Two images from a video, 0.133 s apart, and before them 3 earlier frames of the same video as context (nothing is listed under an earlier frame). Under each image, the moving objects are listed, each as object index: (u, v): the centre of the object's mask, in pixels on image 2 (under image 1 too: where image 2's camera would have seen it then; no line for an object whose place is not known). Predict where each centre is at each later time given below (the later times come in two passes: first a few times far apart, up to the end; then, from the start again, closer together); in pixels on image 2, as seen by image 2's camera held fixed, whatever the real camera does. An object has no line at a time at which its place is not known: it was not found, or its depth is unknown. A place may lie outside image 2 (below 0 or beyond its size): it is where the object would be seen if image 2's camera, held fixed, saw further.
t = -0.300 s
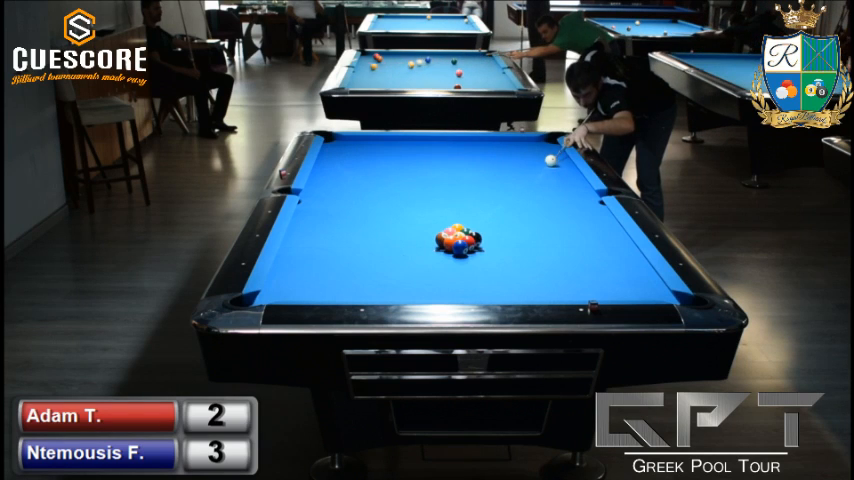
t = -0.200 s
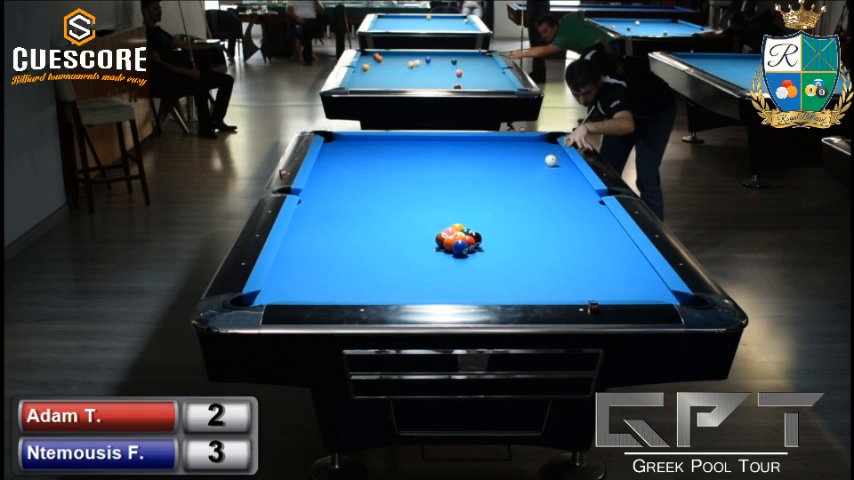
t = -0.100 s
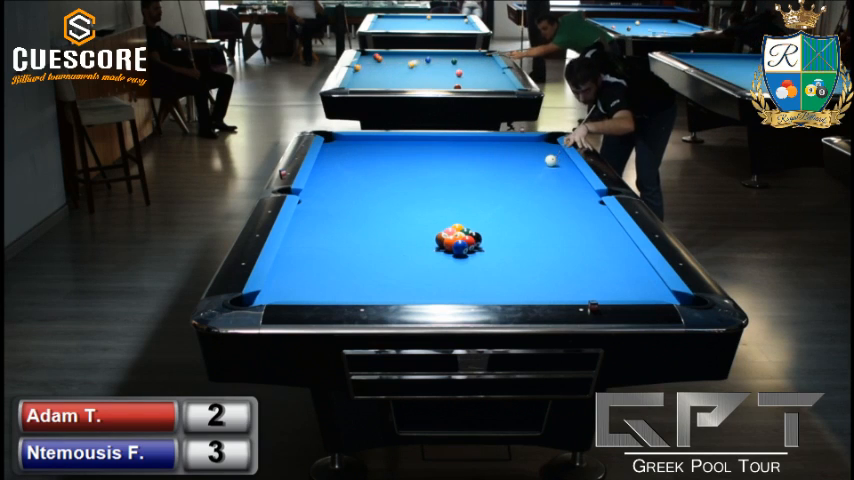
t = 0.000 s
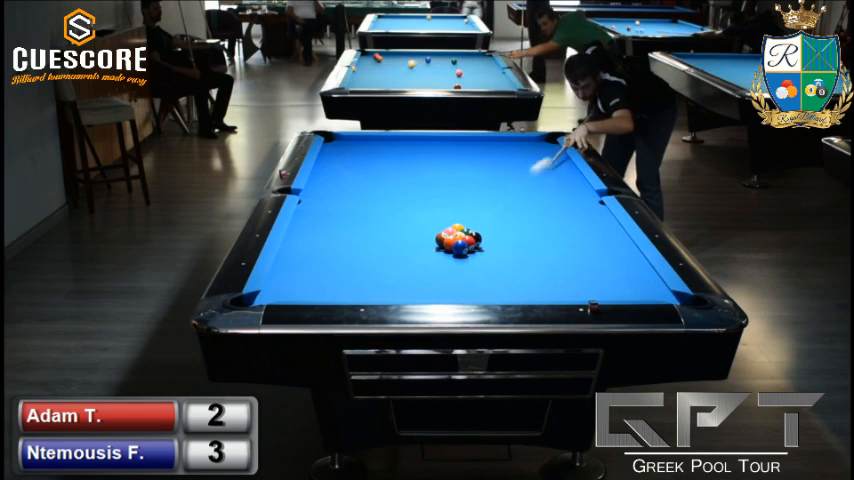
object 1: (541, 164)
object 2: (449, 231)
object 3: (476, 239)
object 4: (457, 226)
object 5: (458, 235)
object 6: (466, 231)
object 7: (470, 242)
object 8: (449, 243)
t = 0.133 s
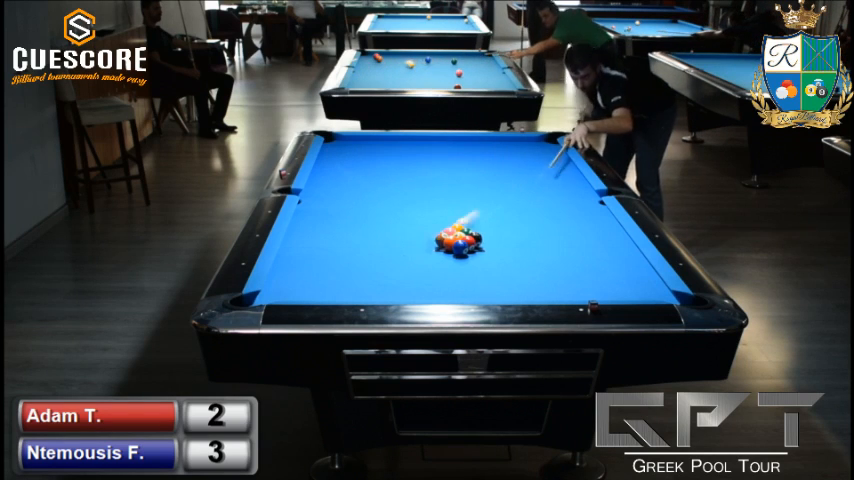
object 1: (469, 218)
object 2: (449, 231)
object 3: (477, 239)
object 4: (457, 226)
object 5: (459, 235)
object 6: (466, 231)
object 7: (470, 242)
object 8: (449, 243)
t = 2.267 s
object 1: (495, 179)
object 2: (491, 197)
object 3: (384, 257)
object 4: (391, 212)
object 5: (490, 247)
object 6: (480, 236)
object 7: (456, 268)
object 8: (420, 281)
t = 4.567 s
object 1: (507, 160)
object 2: (541, 180)
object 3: (363, 222)
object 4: (476, 231)
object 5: (490, 247)
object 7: (323, 247)
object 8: (411, 264)
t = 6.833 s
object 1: (508, 157)
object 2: (520, 177)
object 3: (398, 213)
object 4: (476, 232)
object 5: (490, 247)
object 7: (359, 243)
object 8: (411, 263)
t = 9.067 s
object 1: (508, 157)
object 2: (520, 177)
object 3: (398, 213)
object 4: (475, 231)
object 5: (490, 247)
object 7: (359, 243)
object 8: (412, 264)
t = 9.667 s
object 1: (508, 157)
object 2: (520, 177)
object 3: (398, 213)
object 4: (475, 231)
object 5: (490, 247)
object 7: (359, 243)
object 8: (412, 264)
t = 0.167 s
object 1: (463, 221)
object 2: (440, 232)
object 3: (488, 242)
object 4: (449, 225)
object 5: (460, 237)
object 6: (467, 232)
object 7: (476, 244)
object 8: (450, 245)
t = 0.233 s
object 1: (464, 220)
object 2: (416, 232)
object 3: (517, 250)
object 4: (434, 224)
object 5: (462, 240)
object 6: (470, 234)
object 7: (489, 253)
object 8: (450, 248)
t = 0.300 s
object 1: (466, 219)
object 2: (396, 231)
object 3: (546, 257)
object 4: (421, 220)
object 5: (463, 240)
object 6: (471, 233)
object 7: (504, 260)
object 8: (448, 251)
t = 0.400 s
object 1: (469, 216)
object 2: (370, 229)
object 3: (587, 267)
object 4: (403, 216)
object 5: (466, 241)
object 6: (473, 233)
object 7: (525, 270)
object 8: (447, 255)
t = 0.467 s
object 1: (470, 214)
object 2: (353, 227)
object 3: (614, 275)
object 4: (391, 213)
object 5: (468, 242)
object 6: (474, 233)
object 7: (540, 276)
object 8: (446, 258)
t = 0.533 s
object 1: (471, 213)
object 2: (336, 226)
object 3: (643, 282)
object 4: (380, 210)
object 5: (469, 242)
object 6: (474, 233)
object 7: (555, 283)
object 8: (445, 261)
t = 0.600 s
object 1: (473, 211)
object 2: (319, 225)
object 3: (653, 287)
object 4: (369, 207)
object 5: (471, 242)
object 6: (475, 233)
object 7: (571, 289)
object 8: (444, 264)
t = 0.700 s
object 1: (474, 208)
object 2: (298, 223)
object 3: (635, 292)
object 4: (353, 203)
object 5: (473, 243)
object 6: (476, 233)
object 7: (592, 295)
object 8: (442, 268)
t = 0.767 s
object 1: (475, 207)
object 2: (308, 222)
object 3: (625, 294)
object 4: (343, 200)
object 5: (474, 243)
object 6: (477, 233)
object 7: (599, 292)
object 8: (441, 271)
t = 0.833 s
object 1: (477, 205)
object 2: (318, 220)
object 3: (611, 293)
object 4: (333, 198)
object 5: (476, 244)
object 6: (478, 233)
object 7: (608, 287)
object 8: (440, 275)
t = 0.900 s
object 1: (478, 204)
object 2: (327, 219)
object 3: (599, 293)
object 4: (323, 195)
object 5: (477, 244)
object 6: (478, 233)
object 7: (631, 290)
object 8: (439, 277)
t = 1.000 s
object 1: (480, 201)
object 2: (342, 217)
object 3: (581, 291)
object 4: (308, 191)
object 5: (479, 244)
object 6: (479, 234)
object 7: (660, 289)
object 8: (437, 282)
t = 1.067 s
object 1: (481, 200)
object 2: (351, 216)
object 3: (568, 289)
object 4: (309, 192)
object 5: (480, 245)
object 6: (479, 234)
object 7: (647, 288)
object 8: (436, 285)
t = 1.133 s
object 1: (482, 198)
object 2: (360, 215)
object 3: (557, 287)
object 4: (314, 193)
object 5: (480, 242)
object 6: (480, 234)
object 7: (634, 287)
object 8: (435, 288)
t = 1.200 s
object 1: (483, 197)
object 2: (369, 213)
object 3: (545, 285)
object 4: (319, 194)
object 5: (482, 243)
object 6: (480, 234)
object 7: (623, 285)
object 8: (434, 291)
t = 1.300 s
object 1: (484, 195)
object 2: (382, 211)
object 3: (528, 283)
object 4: (326, 196)
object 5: (483, 243)
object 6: (480, 234)
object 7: (605, 284)
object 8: (432, 293)
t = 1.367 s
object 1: (485, 194)
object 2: (390, 210)
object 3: (516, 280)
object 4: (331, 197)
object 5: (484, 243)
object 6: (480, 235)
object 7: (594, 283)
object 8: (431, 295)
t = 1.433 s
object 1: (486, 192)
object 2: (399, 209)
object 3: (505, 278)
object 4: (335, 198)
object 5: (485, 244)
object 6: (480, 235)
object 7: (583, 282)
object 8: (429, 295)
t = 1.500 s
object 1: (487, 191)
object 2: (407, 208)
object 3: (494, 277)
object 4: (340, 200)
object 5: (485, 244)
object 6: (480, 235)
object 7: (572, 280)
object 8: (429, 294)
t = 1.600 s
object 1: (488, 189)
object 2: (419, 206)
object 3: (478, 273)
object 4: (347, 201)
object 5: (487, 245)
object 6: (480, 236)
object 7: (555, 279)
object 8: (427, 292)
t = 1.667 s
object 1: (489, 188)
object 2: (426, 205)
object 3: (468, 272)
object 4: (351, 202)
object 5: (487, 246)
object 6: (480, 236)
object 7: (545, 278)
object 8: (426, 291)
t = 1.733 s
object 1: (490, 187)
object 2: (434, 204)
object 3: (458, 270)
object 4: (356, 203)
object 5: (488, 246)
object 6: (480, 236)
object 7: (535, 277)
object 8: (425, 291)
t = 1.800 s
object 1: (491, 186)
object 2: (442, 203)
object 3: (448, 268)
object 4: (360, 205)
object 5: (488, 246)
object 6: (480, 236)
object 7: (524, 276)
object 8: (425, 289)
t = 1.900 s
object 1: (491, 184)
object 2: (453, 202)
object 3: (433, 265)
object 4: (367, 206)
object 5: (489, 246)
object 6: (480, 236)
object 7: (509, 274)
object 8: (423, 288)
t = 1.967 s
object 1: (492, 183)
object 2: (460, 201)
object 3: (424, 264)
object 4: (372, 207)
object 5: (489, 247)
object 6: (480, 236)
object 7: (499, 273)
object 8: (423, 286)
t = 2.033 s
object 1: (493, 182)
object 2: (466, 200)
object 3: (414, 262)
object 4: (376, 208)
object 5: (490, 247)
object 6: (480, 236)
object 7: (489, 272)
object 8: (422, 285)
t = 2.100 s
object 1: (494, 181)
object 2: (474, 200)
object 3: (406, 261)
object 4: (380, 209)
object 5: (490, 247)
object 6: (480, 236)
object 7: (479, 271)
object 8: (421, 284)
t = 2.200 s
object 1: (495, 180)
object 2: (484, 198)
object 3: (392, 258)
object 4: (387, 211)
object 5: (490, 247)
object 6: (480, 236)
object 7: (465, 269)
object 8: (420, 282)
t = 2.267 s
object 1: (495, 179)
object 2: (491, 197)
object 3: (384, 257)
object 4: (391, 212)
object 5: (490, 247)
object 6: (480, 236)
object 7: (456, 268)
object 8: (420, 281)
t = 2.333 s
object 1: (496, 178)
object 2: (497, 196)
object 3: (375, 255)
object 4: (396, 213)
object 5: (490, 247)
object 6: (480, 236)
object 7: (447, 268)
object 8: (419, 280)
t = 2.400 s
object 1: (496, 177)
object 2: (503, 195)
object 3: (367, 254)
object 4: (400, 214)
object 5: (490, 247)
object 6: (480, 236)
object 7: (438, 267)
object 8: (418, 279)
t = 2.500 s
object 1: (497, 176)
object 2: (513, 194)
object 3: (355, 252)
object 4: (406, 216)
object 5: (490, 247)
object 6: (480, 236)
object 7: (425, 264)
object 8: (418, 277)
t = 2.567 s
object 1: (498, 175)
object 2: (519, 193)
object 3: (347, 250)
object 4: (410, 216)
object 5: (490, 247)
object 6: (480, 236)
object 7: (416, 262)
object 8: (417, 276)
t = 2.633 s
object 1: (498, 174)
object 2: (525, 192)
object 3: (339, 249)
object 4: (414, 217)
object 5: (490, 247)
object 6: (480, 236)
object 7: (407, 263)
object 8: (416, 275)
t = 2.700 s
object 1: (498, 173)
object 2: (531, 192)
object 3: (332, 248)
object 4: (418, 218)
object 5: (490, 247)
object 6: (480, 236)
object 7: (399, 262)
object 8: (416, 275)
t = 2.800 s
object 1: (499, 172)
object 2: (539, 191)
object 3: (321, 245)
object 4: (424, 220)
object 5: (490, 247)
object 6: (480, 236)
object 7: (387, 261)
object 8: (415, 274)
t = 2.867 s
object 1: (500, 172)
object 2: (545, 190)
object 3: (313, 244)
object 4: (428, 220)
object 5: (490, 247)
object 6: (480, 236)
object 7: (379, 260)
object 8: (415, 273)
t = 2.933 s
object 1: (500, 171)
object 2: (550, 189)
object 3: (305, 243)
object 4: (432, 222)
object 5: (490, 247)
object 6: (480, 236)
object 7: (371, 260)
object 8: (414, 272)
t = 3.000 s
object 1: (501, 170)
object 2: (555, 189)
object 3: (299, 242)
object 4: (436, 222)
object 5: (490, 247)
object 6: (480, 236)
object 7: (364, 258)
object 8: (414, 271)
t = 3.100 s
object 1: (501, 169)
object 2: (563, 188)
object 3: (290, 240)
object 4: (442, 224)
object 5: (490, 247)
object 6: (480, 236)
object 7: (352, 257)
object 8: (414, 270)
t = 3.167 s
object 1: (502, 169)
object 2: (569, 187)
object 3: (294, 239)
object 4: (445, 225)
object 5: (490, 247)
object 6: (480, 236)
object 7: (345, 257)
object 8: (413, 270)
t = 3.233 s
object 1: (502, 168)
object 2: (574, 186)
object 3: (299, 238)
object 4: (449, 226)
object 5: (490, 247)
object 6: (480, 236)
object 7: (338, 256)
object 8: (413, 269)
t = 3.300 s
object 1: (502, 168)
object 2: (578, 186)
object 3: (303, 237)
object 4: (453, 227)
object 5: (490, 247)
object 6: (480, 236)
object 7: (331, 256)
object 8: (413, 269)
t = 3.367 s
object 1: (503, 167)
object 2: (583, 185)
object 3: (307, 236)
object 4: (456, 228)
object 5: (490, 247)
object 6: (480, 236)
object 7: (324, 255)
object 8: (413, 268)
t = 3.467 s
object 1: (503, 166)
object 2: (581, 184)
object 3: (312, 234)
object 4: (462, 229)
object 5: (490, 247)
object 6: (480, 236)
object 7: (313, 254)
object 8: (412, 266)
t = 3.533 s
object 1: (504, 166)
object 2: (578, 184)
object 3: (316, 234)
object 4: (465, 229)
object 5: (490, 247)
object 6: (480, 236)
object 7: (307, 253)
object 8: (412, 266)
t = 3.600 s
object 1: (504, 165)
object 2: (575, 184)
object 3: (320, 233)
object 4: (468, 230)
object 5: (490, 247)
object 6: (481, 236)
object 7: (300, 252)
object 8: (412, 265)
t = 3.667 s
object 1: (504, 165)
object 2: (572, 183)
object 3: (324, 232)
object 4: (469, 230)
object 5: (490, 247)
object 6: (483, 237)
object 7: (294, 251)
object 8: (412, 265)
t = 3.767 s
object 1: (505, 164)
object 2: (568, 183)
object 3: (329, 231)
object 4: (470, 231)
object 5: (490, 247)
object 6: (486, 236)
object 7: (286, 250)
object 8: (412, 264)
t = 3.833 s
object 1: (505, 164)
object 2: (565, 182)
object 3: (332, 230)
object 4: (471, 231)
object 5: (490, 247)
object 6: (488, 237)
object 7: (289, 250)
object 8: (412, 264)
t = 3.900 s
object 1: (506, 163)
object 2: (563, 182)
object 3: (336, 229)
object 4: (472, 231)
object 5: (490, 247)
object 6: (490, 237)
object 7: (293, 250)
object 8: (411, 264)
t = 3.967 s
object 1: (506, 163)
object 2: (561, 182)
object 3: (339, 228)
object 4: (473, 231)
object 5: (490, 247)
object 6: (493, 237)
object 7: (296, 250)
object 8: (412, 264)
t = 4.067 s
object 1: (506, 162)
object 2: (557, 181)
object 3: (344, 227)
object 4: (473, 231)
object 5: (490, 247)
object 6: (496, 239)
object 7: (301, 249)
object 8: (411, 263)
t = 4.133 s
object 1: (506, 162)
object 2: (555, 181)
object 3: (347, 226)
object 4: (474, 231)
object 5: (490, 247)
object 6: (498, 239)
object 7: (304, 249)
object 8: (411, 263)
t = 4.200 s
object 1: (506, 161)
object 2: (552, 181)
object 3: (349, 225)
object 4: (474, 231)
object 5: (490, 247)
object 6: (499, 240)
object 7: (307, 248)
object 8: (411, 263)
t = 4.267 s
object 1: (507, 161)
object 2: (550, 181)
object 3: (352, 225)
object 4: (474, 231)
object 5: (490, 247)
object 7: (310, 248)
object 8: (411, 263)
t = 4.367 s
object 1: (507, 161)
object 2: (547, 180)
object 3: (356, 224)
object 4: (475, 231)
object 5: (490, 247)
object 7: (314, 248)
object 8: (412, 264)
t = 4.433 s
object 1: (507, 160)
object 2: (545, 180)
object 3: (359, 223)
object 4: (475, 231)
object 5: (490, 247)
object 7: (317, 247)
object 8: (411, 264)
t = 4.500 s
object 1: (507, 160)
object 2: (543, 180)
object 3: (361, 222)
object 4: (475, 231)
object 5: (490, 247)
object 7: (320, 247)
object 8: (411, 264)
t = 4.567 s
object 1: (507, 160)
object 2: (541, 180)
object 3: (363, 222)
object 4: (476, 231)
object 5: (490, 247)
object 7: (323, 247)
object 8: (411, 264)
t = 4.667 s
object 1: (507, 159)
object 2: (539, 179)
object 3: (366, 222)
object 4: (476, 231)
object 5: (490, 247)
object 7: (326, 247)
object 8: (411, 263)
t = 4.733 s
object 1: (507, 159)
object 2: (537, 179)
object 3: (369, 221)
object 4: (476, 231)
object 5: (490, 247)
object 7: (328, 246)
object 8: (411, 263)
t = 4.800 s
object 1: (507, 159)
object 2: (536, 179)
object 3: (371, 220)
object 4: (476, 231)
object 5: (490, 247)
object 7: (331, 246)
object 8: (411, 263)
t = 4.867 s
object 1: (507, 159)
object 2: (534, 179)
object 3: (372, 219)
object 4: (475, 231)
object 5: (490, 247)
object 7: (333, 246)
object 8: (411, 264)
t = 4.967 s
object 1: (508, 158)
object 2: (532, 178)
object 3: (375, 219)
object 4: (475, 231)
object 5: (490, 247)
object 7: (336, 245)
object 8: (411, 264)
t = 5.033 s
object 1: (507, 158)
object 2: (531, 178)
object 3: (377, 218)
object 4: (475, 231)
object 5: (490, 247)
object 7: (338, 245)
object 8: (412, 264)
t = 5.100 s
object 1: (507, 158)
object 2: (530, 178)
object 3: (379, 218)
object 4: (475, 231)
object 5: (490, 247)
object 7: (340, 245)
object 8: (412, 264)
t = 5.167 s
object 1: (507, 158)
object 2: (529, 178)
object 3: (381, 218)
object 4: (475, 231)
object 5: (490, 247)
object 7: (342, 244)
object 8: (412, 264)
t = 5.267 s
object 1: (507, 158)
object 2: (527, 178)
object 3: (383, 217)
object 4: (475, 231)
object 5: (490, 247)
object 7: (345, 244)
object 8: (412, 264)
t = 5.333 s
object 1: (507, 158)
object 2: (526, 178)
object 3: (384, 217)
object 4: (475, 231)
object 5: (490, 247)
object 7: (346, 244)
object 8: (412, 264)
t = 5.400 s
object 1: (507, 157)
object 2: (525, 178)
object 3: (385, 217)
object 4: (475, 231)
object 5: (490, 247)
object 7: (347, 244)
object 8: (412, 264)
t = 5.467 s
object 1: (507, 157)
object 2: (524, 178)
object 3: (387, 216)
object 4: (475, 231)
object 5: (490, 247)
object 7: (349, 244)
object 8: (412, 264)
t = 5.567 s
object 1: (508, 157)
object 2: (523, 177)
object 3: (388, 216)
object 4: (475, 231)
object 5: (490, 247)
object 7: (351, 244)
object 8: (412, 263)
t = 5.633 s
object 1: (508, 157)
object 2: (522, 177)
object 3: (389, 215)
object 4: (475, 231)
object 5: (490, 247)
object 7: (352, 243)
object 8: (412, 263)
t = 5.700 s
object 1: (508, 157)
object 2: (522, 177)
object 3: (391, 215)
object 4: (475, 231)
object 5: (490, 247)
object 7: (353, 243)
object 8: (412, 264)
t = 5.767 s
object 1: (508, 157)
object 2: (521, 177)
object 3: (392, 215)
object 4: (475, 231)
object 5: (490, 247)
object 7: (354, 243)
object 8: (412, 264)
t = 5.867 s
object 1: (508, 157)
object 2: (521, 177)
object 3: (393, 214)
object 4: (475, 231)
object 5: (490, 247)
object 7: (356, 243)
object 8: (412, 264)
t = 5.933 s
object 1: (508, 157)
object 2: (521, 177)
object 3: (394, 214)
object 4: (475, 231)
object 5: (490, 247)
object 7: (356, 243)
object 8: (412, 264)
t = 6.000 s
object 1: (508, 157)
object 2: (520, 177)
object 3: (394, 214)
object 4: (475, 231)
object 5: (490, 247)
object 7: (357, 243)
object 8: (411, 263)
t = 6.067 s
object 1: (508, 157)
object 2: (520, 177)
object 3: (395, 214)
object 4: (475, 231)
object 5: (490, 247)
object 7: (357, 243)
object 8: (411, 263)
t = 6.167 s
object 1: (508, 157)
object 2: (520, 177)
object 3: (396, 214)
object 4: (475, 231)
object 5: (490, 247)
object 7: (358, 243)
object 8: (411, 263)
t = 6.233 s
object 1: (508, 157)
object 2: (520, 177)
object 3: (396, 213)
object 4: (475, 231)
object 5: (490, 247)
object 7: (359, 243)
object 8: (411, 263)
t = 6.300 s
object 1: (508, 157)
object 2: (520, 177)
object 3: (397, 213)
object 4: (475, 231)
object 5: (490, 247)
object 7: (359, 243)
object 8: (411, 263)
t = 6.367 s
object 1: (508, 157)
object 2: (520, 177)
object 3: (397, 214)
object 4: (475, 231)
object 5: (490, 247)
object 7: (359, 243)
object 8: (411, 263)
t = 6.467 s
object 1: (508, 157)
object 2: (520, 177)
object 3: (397, 213)
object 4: (475, 232)
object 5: (490, 247)
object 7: (359, 243)
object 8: (411, 263)
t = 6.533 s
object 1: (508, 157)
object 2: (520, 177)
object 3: (397, 213)
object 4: (476, 232)
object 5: (490, 247)
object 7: (359, 243)
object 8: (411, 263)
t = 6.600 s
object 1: (508, 157)
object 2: (520, 177)
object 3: (398, 213)
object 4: (476, 232)
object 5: (490, 247)
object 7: (359, 243)
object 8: (411, 263)
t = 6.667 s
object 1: (508, 157)
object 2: (520, 177)
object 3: (398, 213)
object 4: (476, 232)
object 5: (490, 247)
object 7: (359, 243)
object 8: (411, 263)
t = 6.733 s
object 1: (508, 157)
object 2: (520, 177)
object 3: (398, 213)
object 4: (476, 232)
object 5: (490, 247)
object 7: (359, 243)
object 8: (411, 263)
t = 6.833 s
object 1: (508, 157)
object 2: (520, 177)
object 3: (398, 213)
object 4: (476, 232)
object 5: (490, 247)
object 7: (359, 243)
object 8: (411, 263)
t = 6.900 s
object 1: (508, 157)
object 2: (520, 177)
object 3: (398, 213)
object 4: (476, 232)
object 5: (490, 247)
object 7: (359, 243)
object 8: (411, 263)
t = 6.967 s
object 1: (508, 157)
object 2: (520, 177)
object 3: (398, 213)
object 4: (476, 232)
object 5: (490, 247)
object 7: (359, 243)
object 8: (411, 263)
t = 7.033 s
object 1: (508, 157)
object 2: (520, 177)
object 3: (398, 213)
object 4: (476, 232)
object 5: (490, 247)
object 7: (359, 243)
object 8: (411, 263)
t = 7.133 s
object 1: (508, 157)
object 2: (520, 177)
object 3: (398, 213)
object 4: (475, 231)
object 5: (490, 247)
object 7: (359, 243)
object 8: (411, 263)
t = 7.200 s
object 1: (508, 157)
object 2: (520, 177)
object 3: (398, 213)
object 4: (475, 231)
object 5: (490, 247)
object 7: (359, 243)
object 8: (411, 263)
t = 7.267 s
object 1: (508, 157)
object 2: (520, 177)
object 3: (398, 213)
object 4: (475, 231)
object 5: (490, 247)
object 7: (359, 243)
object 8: (411, 263)
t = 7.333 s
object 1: (508, 157)
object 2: (520, 177)
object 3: (398, 213)
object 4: (475, 231)
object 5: (490, 247)
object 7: (359, 243)
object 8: (411, 263)
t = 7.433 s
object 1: (508, 157)
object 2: (520, 177)
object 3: (398, 213)
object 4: (475, 231)
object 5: (490, 247)
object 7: (359, 243)
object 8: (411, 263)
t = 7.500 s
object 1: (508, 157)
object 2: (520, 177)
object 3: (398, 213)
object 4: (475, 231)
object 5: (490, 247)
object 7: (359, 243)
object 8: (412, 263)
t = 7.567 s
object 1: (508, 157)
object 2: (520, 177)
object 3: (398, 213)
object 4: (475, 231)
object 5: (490, 247)
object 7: (359, 243)
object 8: (412, 264)
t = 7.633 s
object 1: (508, 157)
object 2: (520, 177)
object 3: (398, 213)
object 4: (475, 231)
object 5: (490, 247)
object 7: (359, 243)
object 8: (412, 264)
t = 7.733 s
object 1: (508, 157)
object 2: (520, 177)
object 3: (398, 213)
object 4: (475, 231)
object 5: (490, 247)
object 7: (359, 243)
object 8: (411, 264)
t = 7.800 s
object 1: (508, 157)
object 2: (520, 177)
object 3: (398, 213)
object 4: (475, 231)
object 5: (490, 247)
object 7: (359, 243)
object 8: (411, 263)
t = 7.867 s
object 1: (508, 157)
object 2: (520, 177)
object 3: (398, 213)
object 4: (475, 231)
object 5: (490, 247)
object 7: (359, 243)
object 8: (412, 264)
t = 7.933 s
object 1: (508, 157)
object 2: (520, 177)
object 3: (398, 213)
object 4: (475, 231)
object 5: (490, 247)
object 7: (359, 243)
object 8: (412, 264)
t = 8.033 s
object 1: (508, 157)
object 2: (520, 177)
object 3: (398, 213)
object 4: (476, 231)
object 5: (490, 247)
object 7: (359, 243)
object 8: (412, 264)
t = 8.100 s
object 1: (508, 157)
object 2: (520, 177)
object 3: (398, 213)
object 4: (475, 231)
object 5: (490, 247)
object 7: (359, 243)
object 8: (412, 264)
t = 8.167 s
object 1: (508, 157)
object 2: (520, 177)
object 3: (398, 213)
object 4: (475, 231)
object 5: (490, 247)
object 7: (359, 243)
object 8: (412, 264)
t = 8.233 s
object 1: (508, 157)
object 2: (520, 177)
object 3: (398, 213)
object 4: (475, 231)
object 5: (490, 247)
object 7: (359, 243)
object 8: (412, 264)
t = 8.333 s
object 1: (508, 157)
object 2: (520, 177)
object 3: (398, 213)
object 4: (475, 231)
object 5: (490, 247)
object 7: (359, 243)
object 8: (412, 264)
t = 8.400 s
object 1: (508, 157)
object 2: (520, 177)
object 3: (398, 213)
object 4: (475, 231)
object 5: (490, 247)
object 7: (359, 243)
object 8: (412, 264)
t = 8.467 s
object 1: (508, 157)
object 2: (520, 177)
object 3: (398, 213)
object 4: (475, 231)
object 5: (490, 247)
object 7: (359, 243)
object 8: (412, 264)
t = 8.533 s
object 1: (508, 157)
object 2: (520, 177)
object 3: (398, 213)
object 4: (475, 231)
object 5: (490, 247)
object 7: (359, 243)
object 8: (412, 264)
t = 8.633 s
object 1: (508, 157)
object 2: (520, 177)
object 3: (398, 213)
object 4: (475, 231)
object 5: (490, 247)
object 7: (359, 243)
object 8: (412, 264)
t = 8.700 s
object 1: (508, 157)
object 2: (520, 177)
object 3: (398, 213)
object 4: (475, 231)
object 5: (490, 247)
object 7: (359, 243)
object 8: (412, 264)
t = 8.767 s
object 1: (508, 157)
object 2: (520, 177)
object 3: (398, 213)
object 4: (475, 231)
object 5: (490, 247)
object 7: (359, 243)
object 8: (412, 264)
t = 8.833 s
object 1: (508, 157)
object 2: (520, 177)
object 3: (398, 213)
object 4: (475, 231)
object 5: (490, 247)
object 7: (359, 243)
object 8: (412, 264)
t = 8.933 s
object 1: (508, 157)
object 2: (520, 177)
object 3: (398, 213)
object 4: (475, 231)
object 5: (490, 247)
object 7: (359, 243)
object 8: (412, 264)
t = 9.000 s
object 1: (508, 157)
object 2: (520, 177)
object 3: (398, 213)
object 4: (475, 231)
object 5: (490, 247)
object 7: (359, 243)
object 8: (412, 264)
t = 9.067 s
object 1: (508, 157)
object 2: (520, 177)
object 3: (398, 213)
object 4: (475, 231)
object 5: (490, 247)
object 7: (359, 243)
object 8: (412, 264)
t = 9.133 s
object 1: (508, 157)
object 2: (520, 177)
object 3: (398, 213)
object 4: (475, 231)
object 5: (490, 247)
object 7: (359, 243)
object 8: (412, 264)
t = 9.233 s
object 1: (508, 157)
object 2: (520, 177)
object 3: (398, 213)
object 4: (475, 231)
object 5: (490, 247)
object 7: (359, 243)
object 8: (412, 264)
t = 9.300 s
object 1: (508, 157)
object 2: (520, 177)
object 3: (398, 213)
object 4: (475, 231)
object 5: (490, 247)
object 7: (359, 243)
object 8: (412, 264)
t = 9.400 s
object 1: (508, 157)
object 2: (520, 177)
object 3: (398, 213)
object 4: (475, 231)
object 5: (490, 247)
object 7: (359, 243)
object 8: (412, 264)
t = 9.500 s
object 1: (508, 157)
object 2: (520, 177)
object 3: (398, 213)
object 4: (475, 231)
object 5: (490, 247)
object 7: (359, 243)
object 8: (412, 264)
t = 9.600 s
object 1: (508, 157)
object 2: (520, 177)
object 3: (398, 213)
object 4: (475, 231)
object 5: (490, 247)
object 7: (359, 243)
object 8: (412, 264)
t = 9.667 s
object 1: (508, 157)
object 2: (520, 177)
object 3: (398, 213)
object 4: (475, 231)
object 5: (490, 247)
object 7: (359, 243)
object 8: (412, 264)
